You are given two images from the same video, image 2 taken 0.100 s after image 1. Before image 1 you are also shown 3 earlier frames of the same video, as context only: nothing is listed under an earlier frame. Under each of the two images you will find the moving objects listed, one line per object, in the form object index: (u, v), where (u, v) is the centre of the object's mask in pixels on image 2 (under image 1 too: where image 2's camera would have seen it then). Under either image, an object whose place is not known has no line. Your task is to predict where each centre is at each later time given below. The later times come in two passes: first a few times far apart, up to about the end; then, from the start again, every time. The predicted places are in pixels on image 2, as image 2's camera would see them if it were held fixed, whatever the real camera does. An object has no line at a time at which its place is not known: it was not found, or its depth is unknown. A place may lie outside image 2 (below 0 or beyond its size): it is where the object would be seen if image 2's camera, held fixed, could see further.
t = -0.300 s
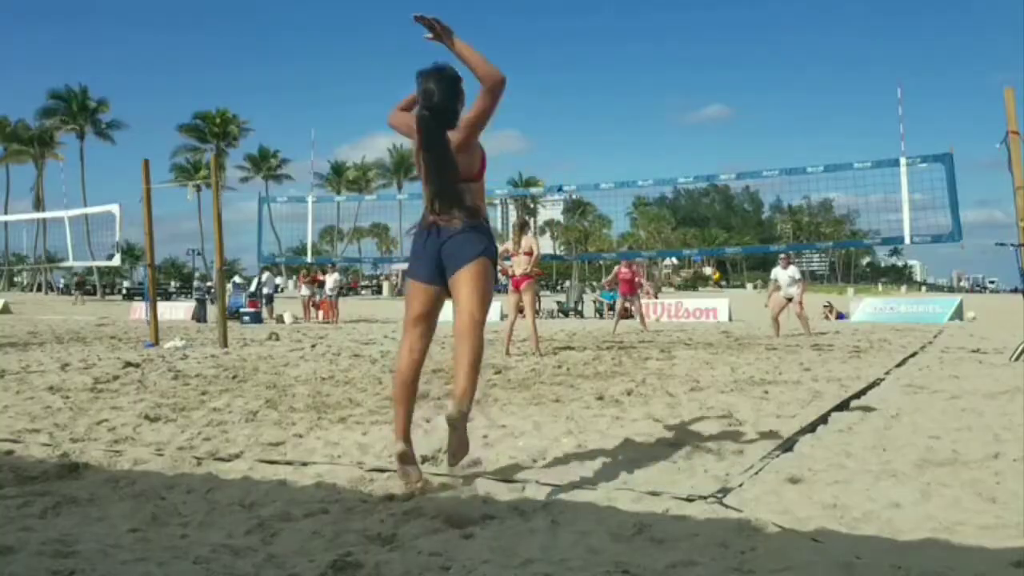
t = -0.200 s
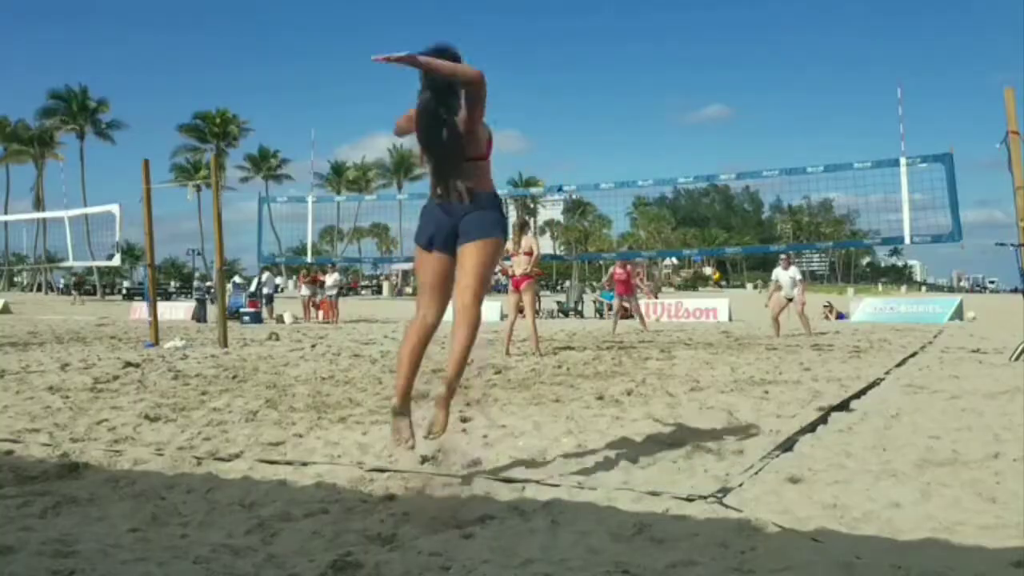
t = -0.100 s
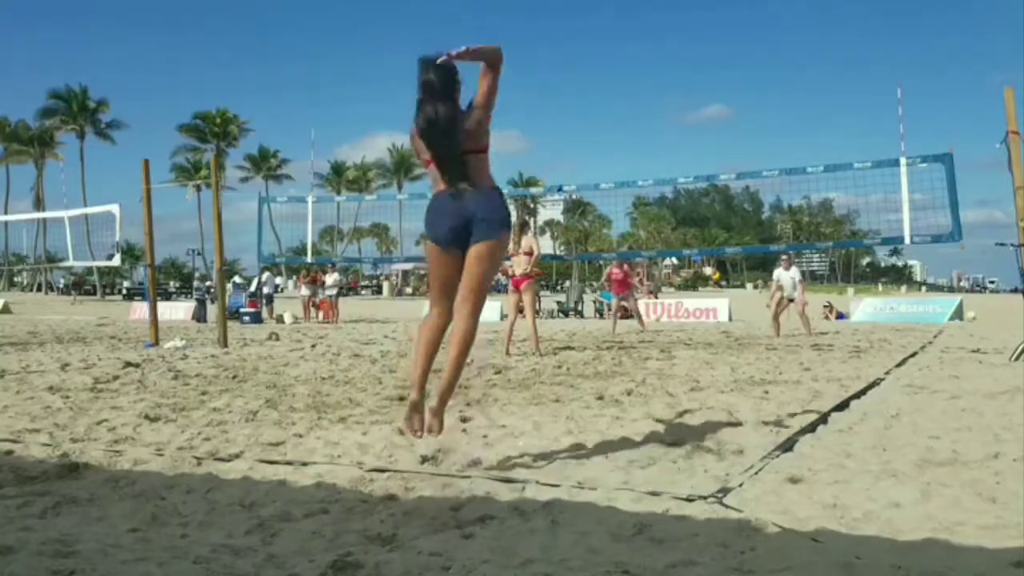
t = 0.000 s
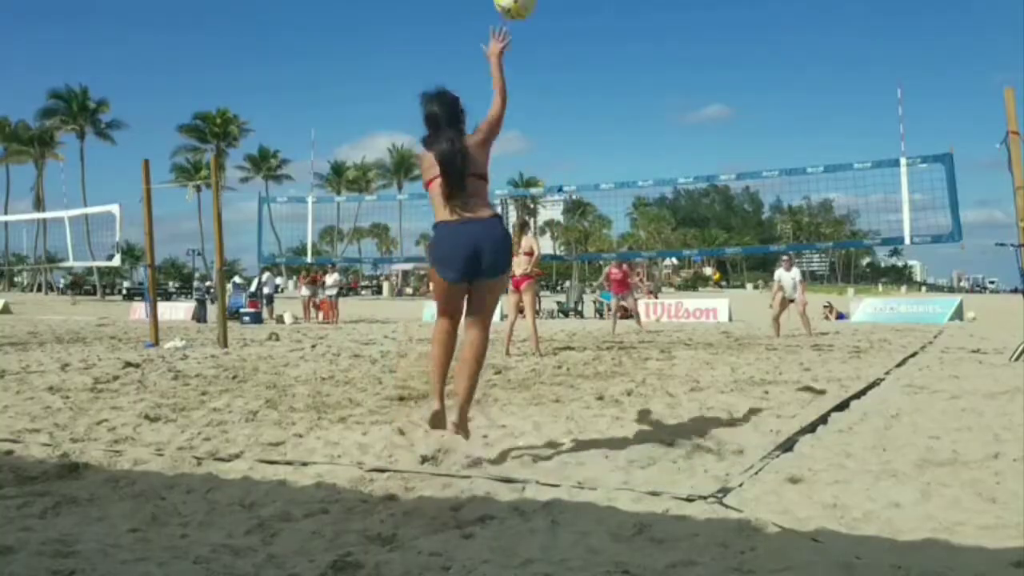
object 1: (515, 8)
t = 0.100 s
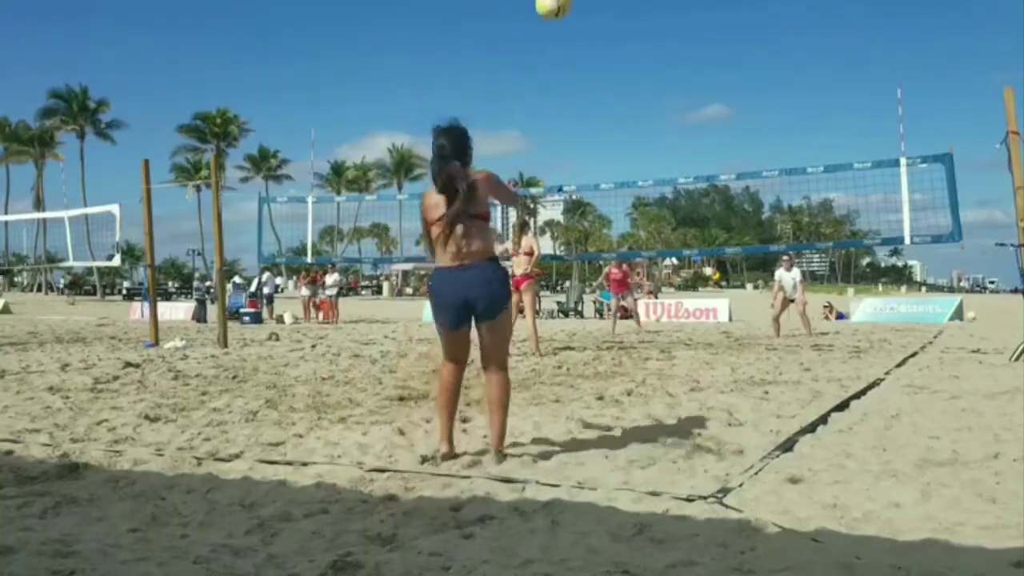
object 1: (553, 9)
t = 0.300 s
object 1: (596, 43)
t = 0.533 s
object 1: (617, 118)
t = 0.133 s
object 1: (562, 11)
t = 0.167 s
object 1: (570, 13)
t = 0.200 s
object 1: (578, 19)
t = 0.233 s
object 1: (585, 26)
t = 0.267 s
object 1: (591, 34)
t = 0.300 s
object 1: (596, 43)
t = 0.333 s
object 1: (601, 53)
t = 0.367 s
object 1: (604, 62)
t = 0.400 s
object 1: (607, 73)
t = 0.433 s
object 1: (610, 83)
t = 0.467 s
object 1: (613, 94)
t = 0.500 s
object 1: (616, 106)
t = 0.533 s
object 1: (617, 118)
